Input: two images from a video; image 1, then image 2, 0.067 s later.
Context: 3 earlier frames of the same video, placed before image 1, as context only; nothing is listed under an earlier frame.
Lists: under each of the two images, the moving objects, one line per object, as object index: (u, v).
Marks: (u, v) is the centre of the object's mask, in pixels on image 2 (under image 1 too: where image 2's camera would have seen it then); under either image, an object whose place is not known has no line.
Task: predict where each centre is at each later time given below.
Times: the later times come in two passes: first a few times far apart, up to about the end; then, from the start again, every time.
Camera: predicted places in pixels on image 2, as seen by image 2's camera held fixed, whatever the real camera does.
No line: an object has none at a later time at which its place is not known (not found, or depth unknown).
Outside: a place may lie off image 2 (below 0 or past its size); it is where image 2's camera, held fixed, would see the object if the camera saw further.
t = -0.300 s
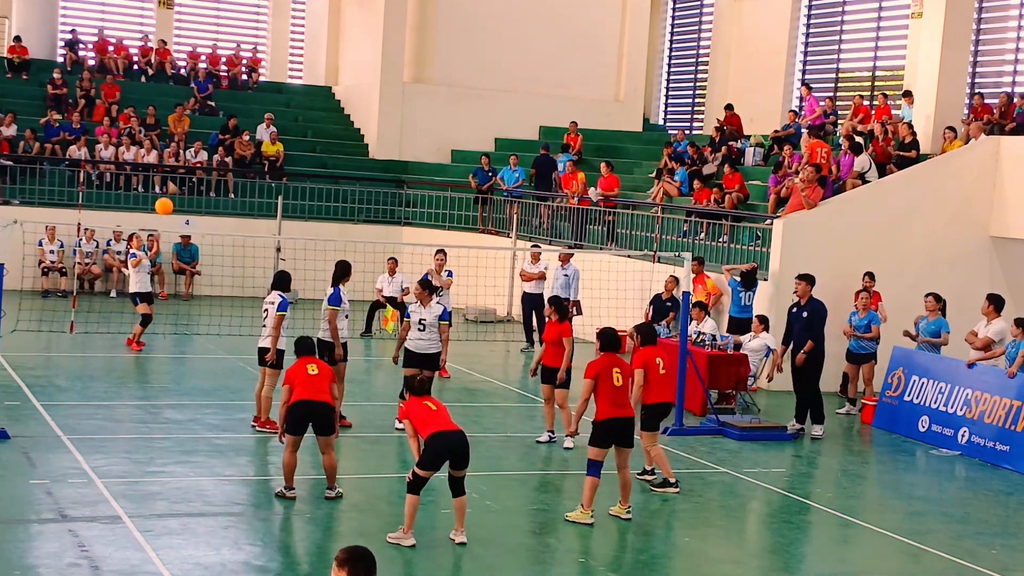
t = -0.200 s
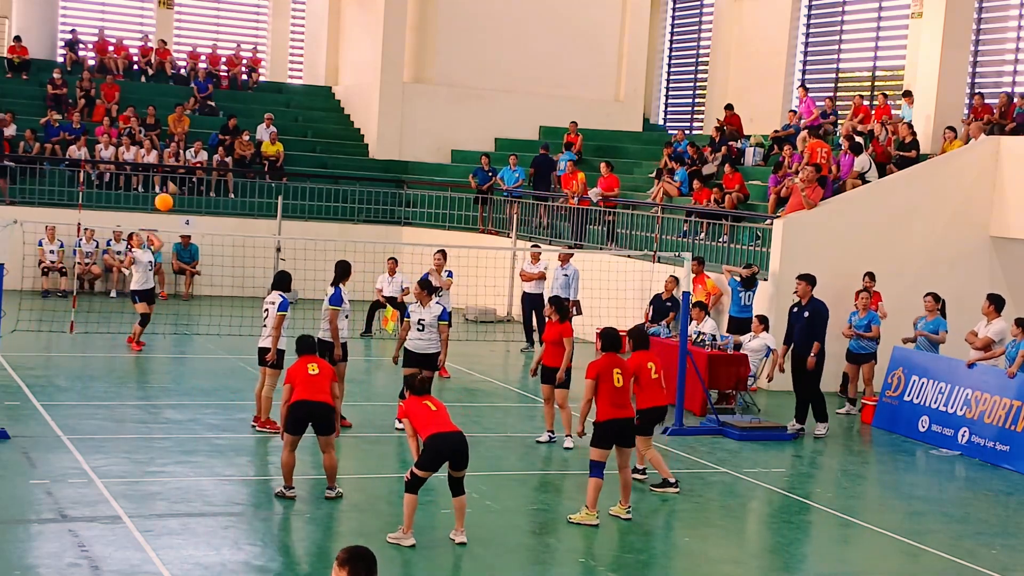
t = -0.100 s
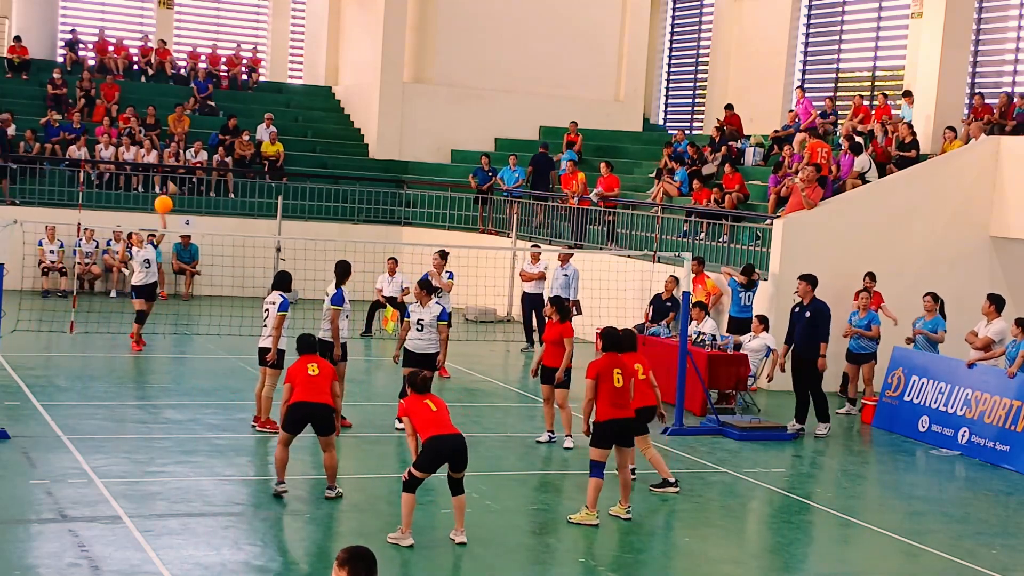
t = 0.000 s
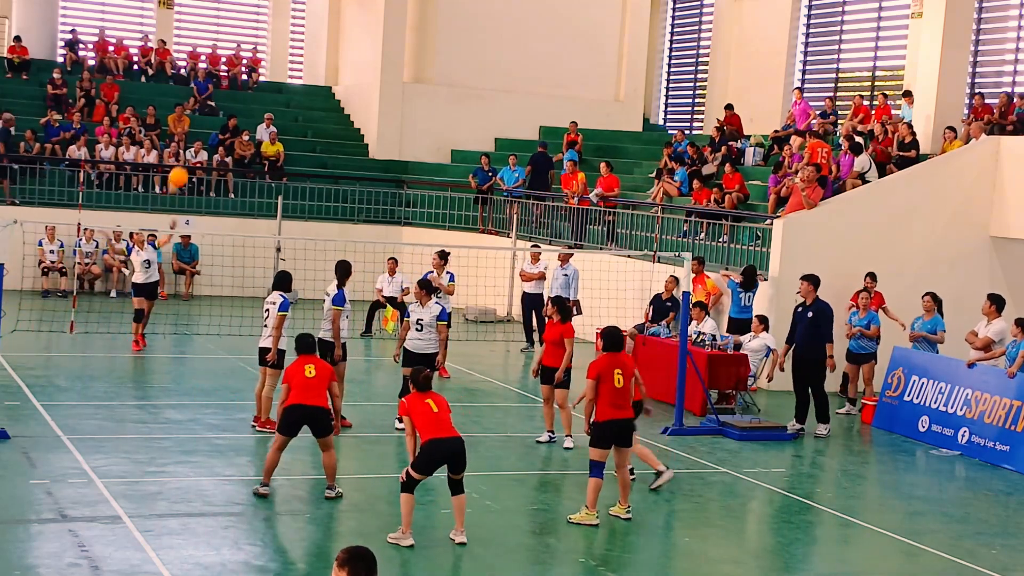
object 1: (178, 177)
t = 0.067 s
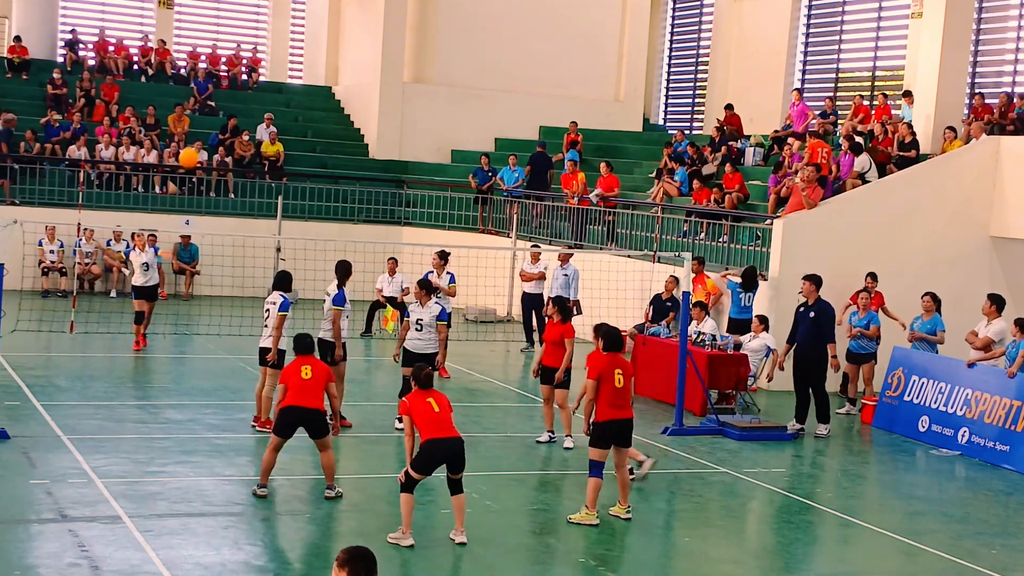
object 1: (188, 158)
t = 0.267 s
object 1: (215, 120)
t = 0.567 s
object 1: (248, 126)
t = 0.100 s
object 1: (194, 148)
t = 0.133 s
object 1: (199, 141)
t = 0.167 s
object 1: (203, 134)
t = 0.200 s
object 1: (207, 129)
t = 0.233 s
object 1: (211, 124)
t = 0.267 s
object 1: (215, 120)
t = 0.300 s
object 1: (219, 117)
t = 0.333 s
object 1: (223, 114)
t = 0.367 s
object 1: (227, 112)
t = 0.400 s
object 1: (231, 111)
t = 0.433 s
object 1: (234, 111)
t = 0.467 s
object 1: (238, 113)
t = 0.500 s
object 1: (241, 116)
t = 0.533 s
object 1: (244, 121)
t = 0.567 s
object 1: (248, 126)
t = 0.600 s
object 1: (251, 133)
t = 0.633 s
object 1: (256, 141)
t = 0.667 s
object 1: (259, 151)
